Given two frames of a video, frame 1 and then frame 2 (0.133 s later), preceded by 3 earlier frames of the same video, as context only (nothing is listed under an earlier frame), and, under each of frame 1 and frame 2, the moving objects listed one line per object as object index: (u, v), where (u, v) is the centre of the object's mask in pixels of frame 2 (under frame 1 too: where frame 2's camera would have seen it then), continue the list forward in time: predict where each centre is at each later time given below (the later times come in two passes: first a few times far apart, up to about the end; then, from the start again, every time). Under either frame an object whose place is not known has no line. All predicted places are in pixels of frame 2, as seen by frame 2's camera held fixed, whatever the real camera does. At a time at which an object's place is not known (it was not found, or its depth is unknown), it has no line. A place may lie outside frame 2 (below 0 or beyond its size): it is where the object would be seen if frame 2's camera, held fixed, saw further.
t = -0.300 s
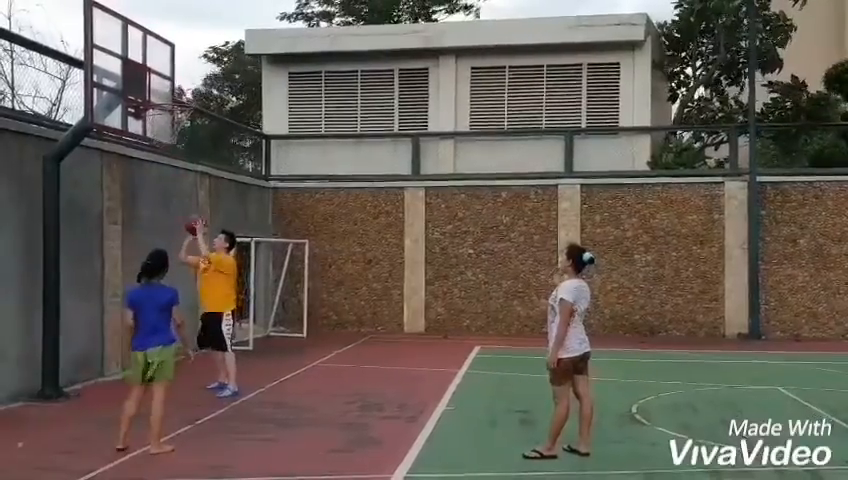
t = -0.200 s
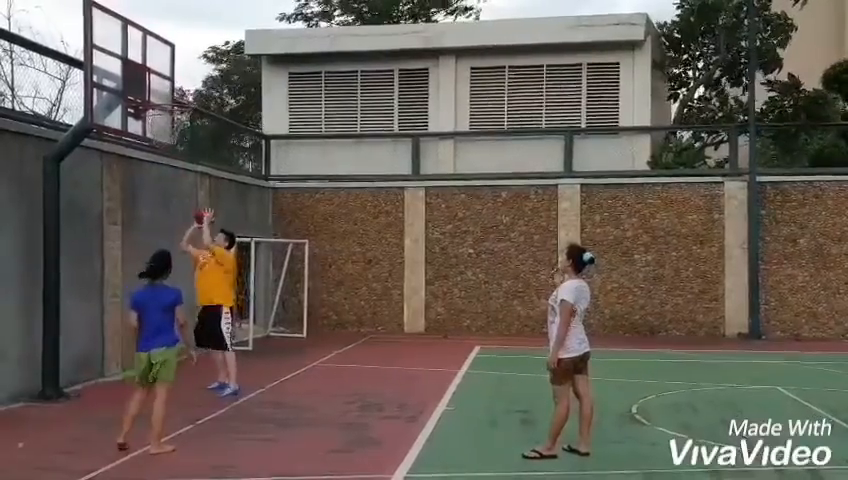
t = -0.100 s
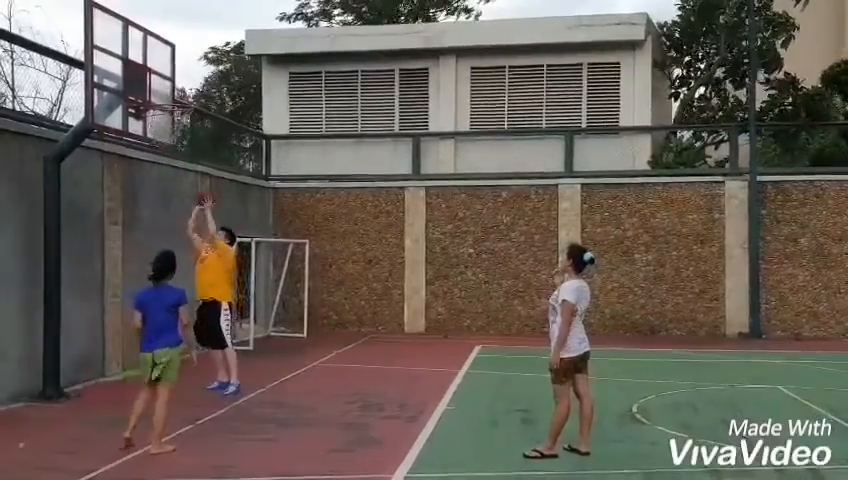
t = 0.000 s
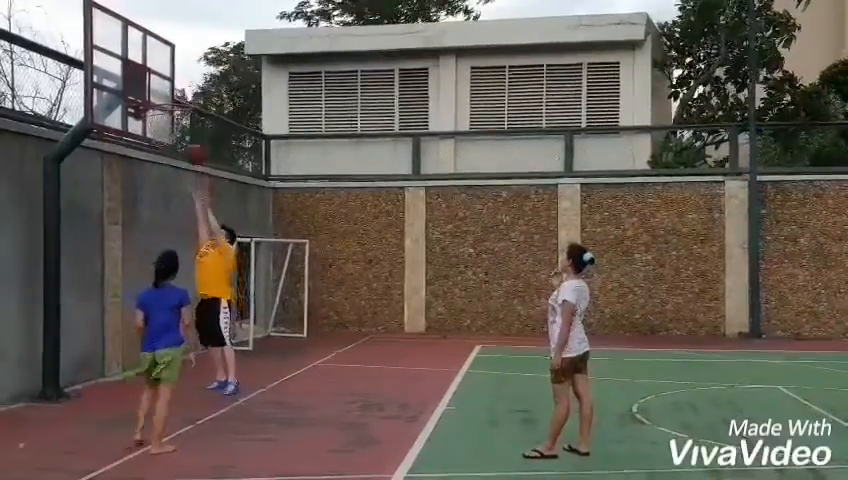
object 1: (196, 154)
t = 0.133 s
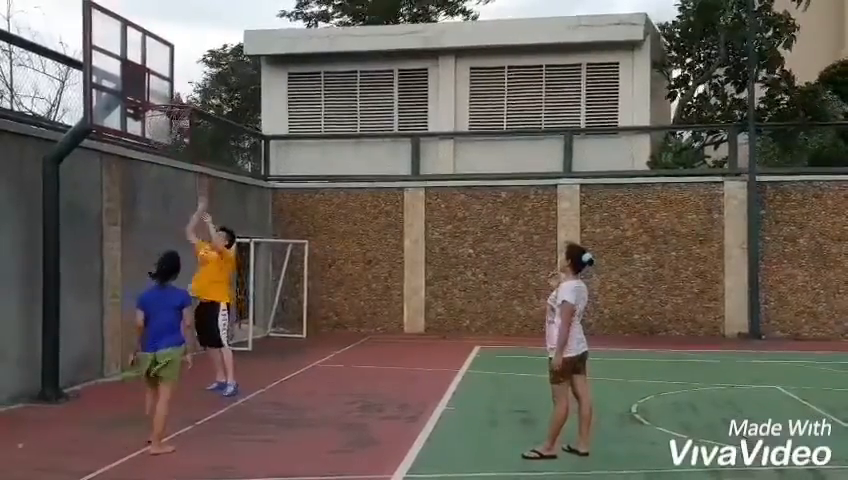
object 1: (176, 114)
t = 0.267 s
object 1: (163, 81)
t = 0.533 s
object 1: (173, 91)
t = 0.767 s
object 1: (181, 147)
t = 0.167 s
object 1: (169, 99)
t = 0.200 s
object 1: (166, 91)
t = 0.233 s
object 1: (161, 85)
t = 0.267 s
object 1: (163, 81)
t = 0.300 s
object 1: (164, 79)
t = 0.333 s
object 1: (166, 78)
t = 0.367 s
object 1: (167, 77)
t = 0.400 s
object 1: (168, 78)
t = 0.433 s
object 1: (169, 80)
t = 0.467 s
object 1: (171, 82)
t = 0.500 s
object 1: (172, 86)
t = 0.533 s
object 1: (173, 91)
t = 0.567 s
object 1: (174, 95)
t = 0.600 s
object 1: (176, 104)
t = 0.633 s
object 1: (179, 113)
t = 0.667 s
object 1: (180, 119)
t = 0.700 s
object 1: (180, 126)
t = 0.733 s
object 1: (180, 137)
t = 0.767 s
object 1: (181, 147)
